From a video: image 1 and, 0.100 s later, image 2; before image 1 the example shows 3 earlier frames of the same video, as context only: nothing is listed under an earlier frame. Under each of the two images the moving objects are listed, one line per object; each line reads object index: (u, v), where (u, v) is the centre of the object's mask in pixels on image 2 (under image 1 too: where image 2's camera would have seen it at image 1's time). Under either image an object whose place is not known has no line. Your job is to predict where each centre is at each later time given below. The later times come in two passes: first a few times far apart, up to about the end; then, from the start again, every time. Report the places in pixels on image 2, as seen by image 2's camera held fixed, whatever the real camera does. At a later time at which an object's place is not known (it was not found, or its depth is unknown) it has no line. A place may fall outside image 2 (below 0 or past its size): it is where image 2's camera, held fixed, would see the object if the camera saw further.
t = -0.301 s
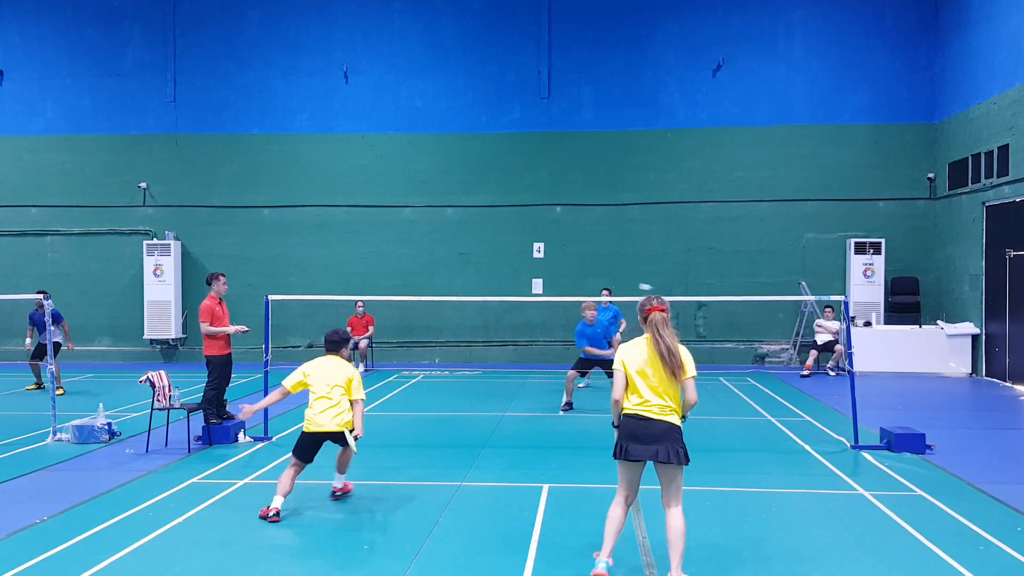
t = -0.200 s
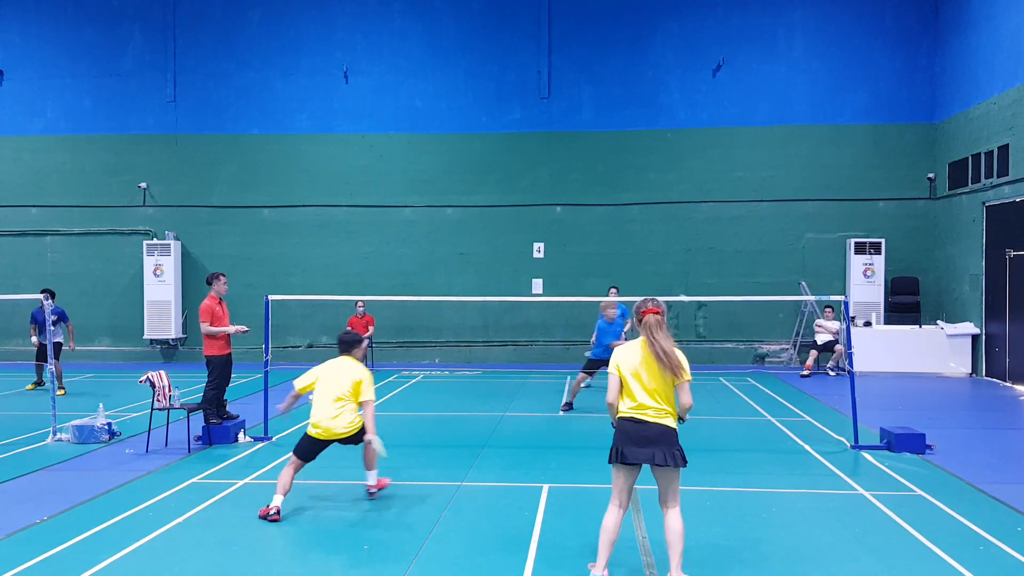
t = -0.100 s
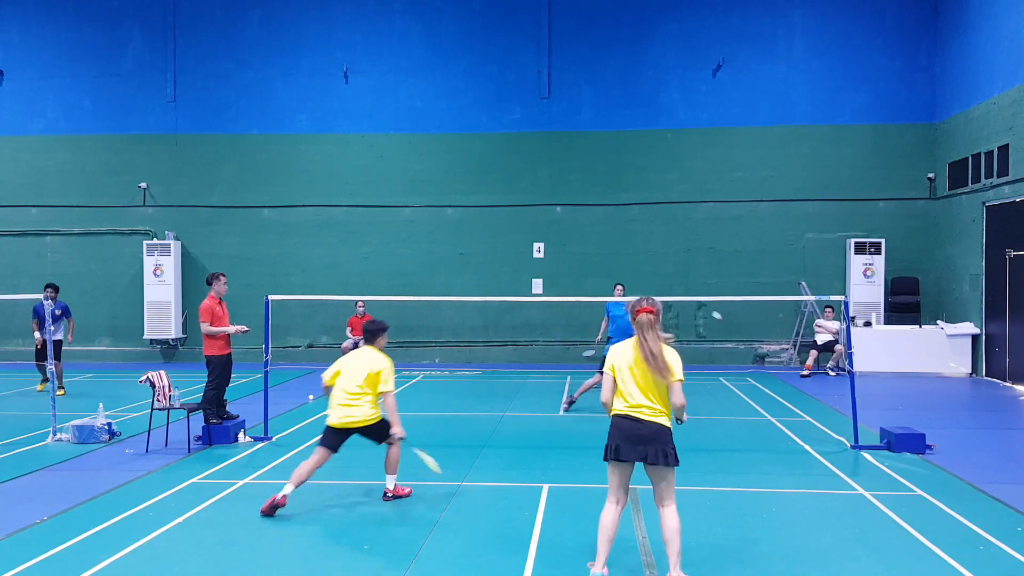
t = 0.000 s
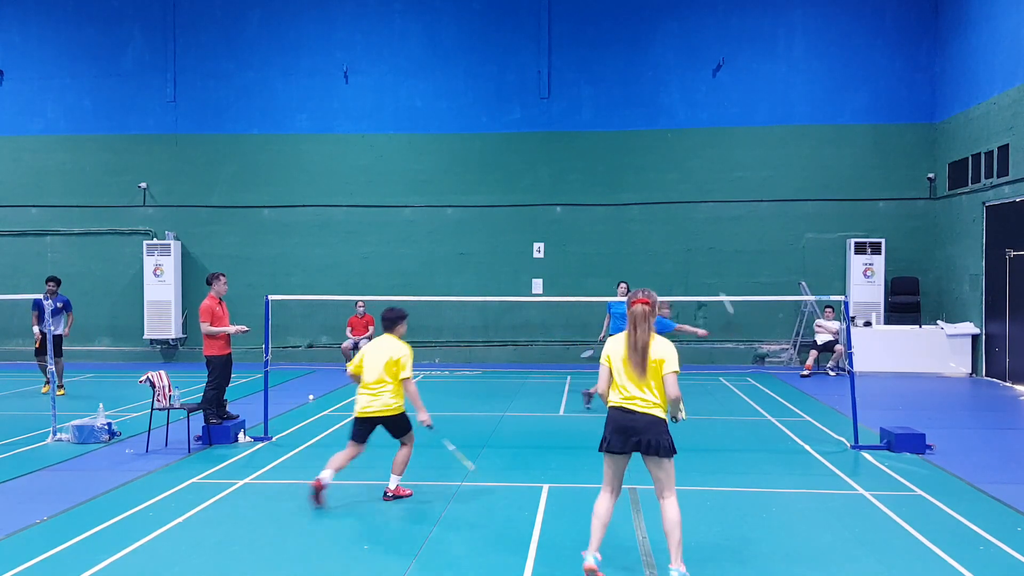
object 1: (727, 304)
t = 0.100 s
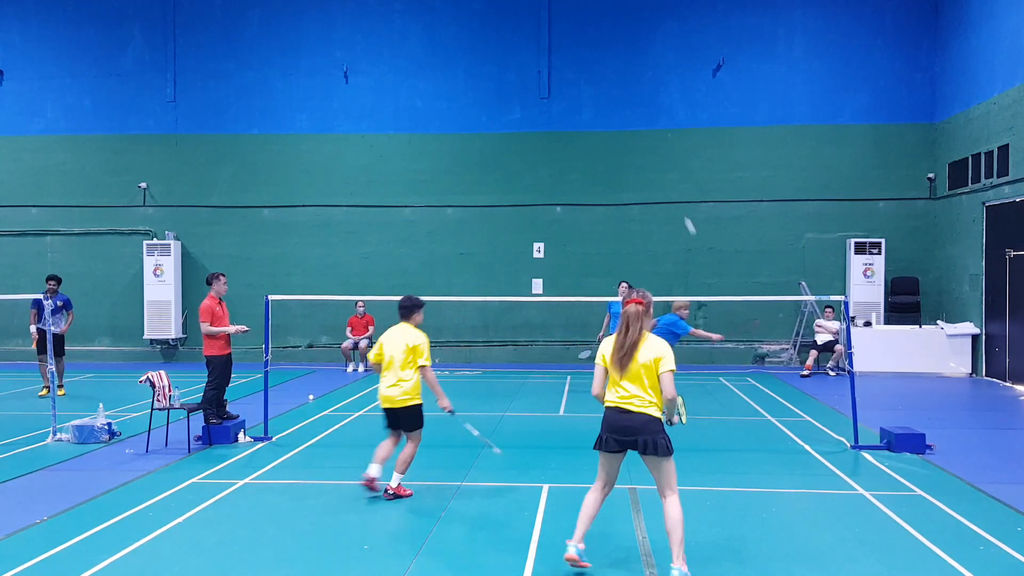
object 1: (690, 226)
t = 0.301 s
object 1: (630, 123)
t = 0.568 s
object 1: (553, 61)
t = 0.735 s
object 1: (501, 72)
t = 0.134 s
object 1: (679, 205)
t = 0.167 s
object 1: (669, 186)
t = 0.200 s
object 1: (659, 168)
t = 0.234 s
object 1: (649, 151)
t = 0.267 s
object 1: (640, 136)
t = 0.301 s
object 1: (630, 123)
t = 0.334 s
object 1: (620, 110)
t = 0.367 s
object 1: (611, 99)
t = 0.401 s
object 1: (602, 89)
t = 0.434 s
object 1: (592, 80)
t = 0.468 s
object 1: (582, 74)
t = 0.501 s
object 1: (573, 68)
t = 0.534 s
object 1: (563, 64)
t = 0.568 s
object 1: (553, 61)
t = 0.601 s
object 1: (543, 60)
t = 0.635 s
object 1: (533, 61)
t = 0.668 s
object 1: (523, 63)
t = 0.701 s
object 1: (512, 67)
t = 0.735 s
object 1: (501, 72)
